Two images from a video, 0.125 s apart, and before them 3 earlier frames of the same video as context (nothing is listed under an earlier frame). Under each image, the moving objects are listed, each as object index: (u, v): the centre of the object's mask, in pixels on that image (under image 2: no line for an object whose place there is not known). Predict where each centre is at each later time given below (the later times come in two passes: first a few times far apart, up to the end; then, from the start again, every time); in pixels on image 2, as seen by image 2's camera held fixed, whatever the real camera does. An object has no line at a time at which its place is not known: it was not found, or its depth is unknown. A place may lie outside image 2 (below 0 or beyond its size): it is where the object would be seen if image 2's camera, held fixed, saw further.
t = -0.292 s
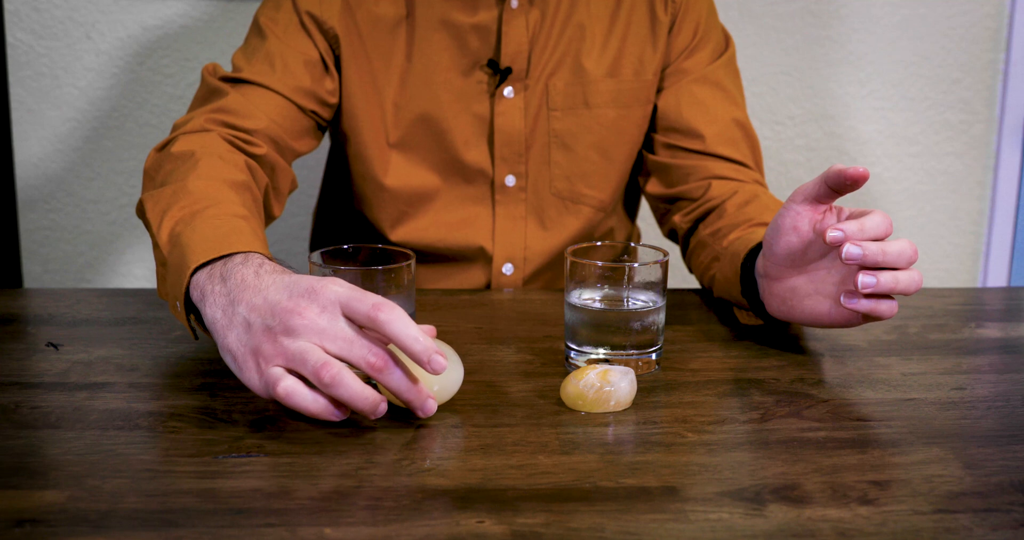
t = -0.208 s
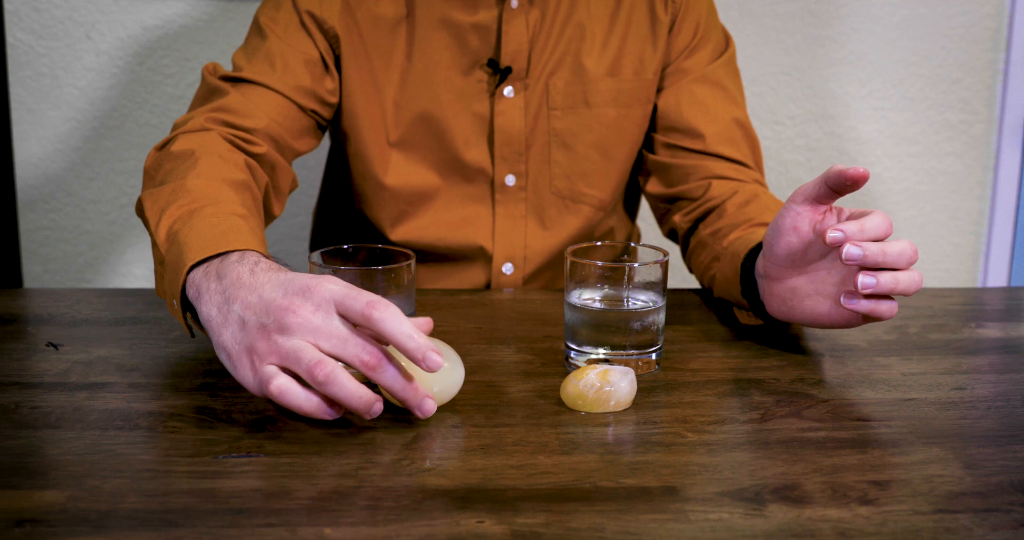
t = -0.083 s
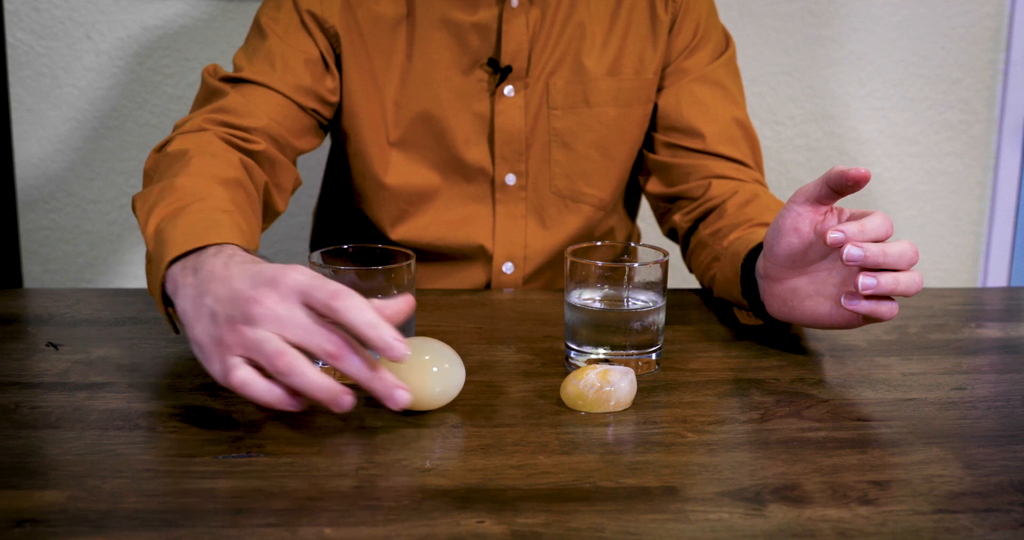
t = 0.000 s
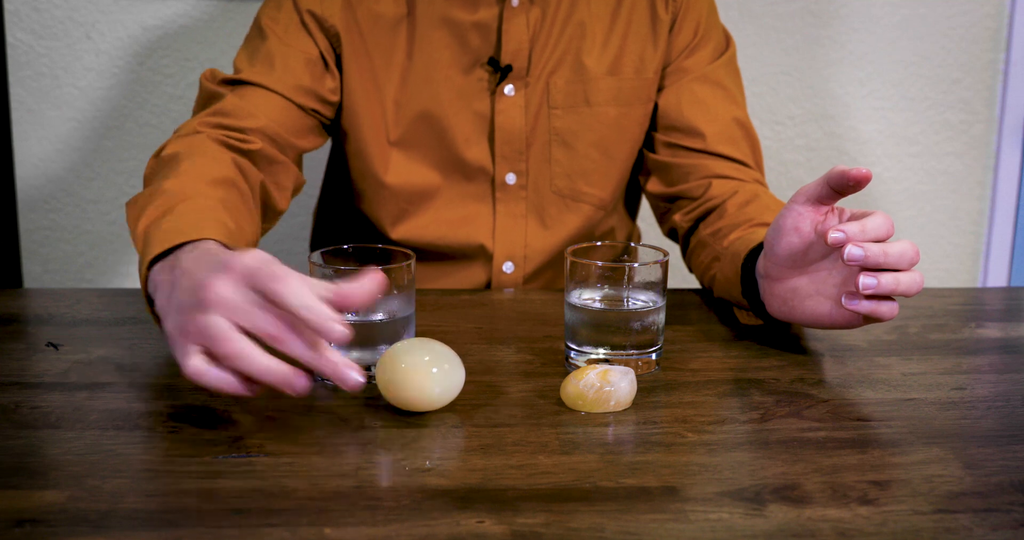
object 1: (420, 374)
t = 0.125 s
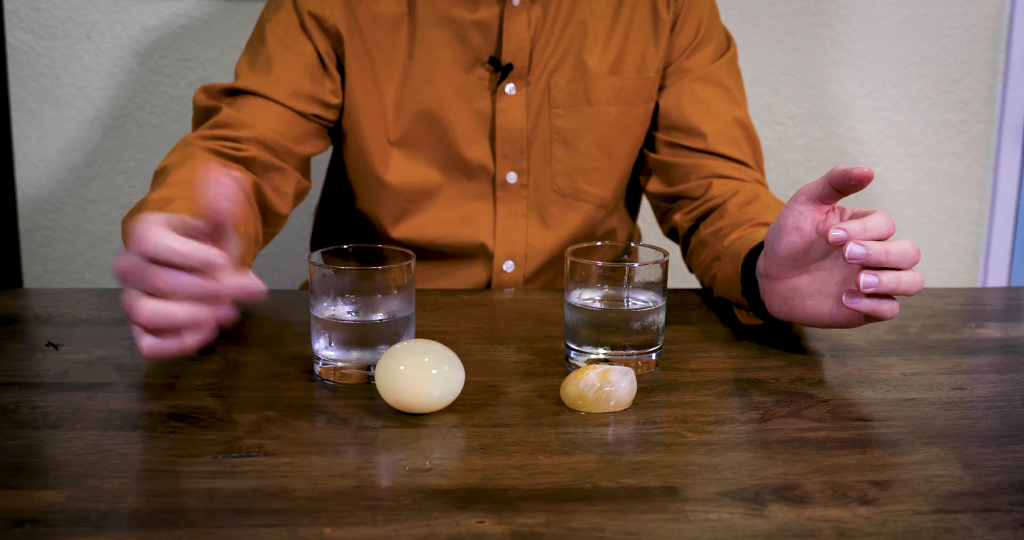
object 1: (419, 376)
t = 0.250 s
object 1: (420, 378)
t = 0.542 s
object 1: (420, 383)
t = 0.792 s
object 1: (421, 389)
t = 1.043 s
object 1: (423, 397)
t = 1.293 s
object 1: (427, 405)
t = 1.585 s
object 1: (431, 417)
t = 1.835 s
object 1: (436, 428)
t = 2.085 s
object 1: (443, 440)
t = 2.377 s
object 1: (452, 456)
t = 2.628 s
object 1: (461, 468)
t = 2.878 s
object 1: (468, 481)
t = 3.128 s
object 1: (478, 493)
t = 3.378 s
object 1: (489, 501)
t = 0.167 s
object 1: (419, 376)
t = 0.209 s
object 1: (420, 377)
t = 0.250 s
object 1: (420, 378)
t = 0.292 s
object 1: (420, 378)
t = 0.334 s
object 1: (420, 379)
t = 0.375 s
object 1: (420, 380)
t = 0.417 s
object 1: (420, 381)
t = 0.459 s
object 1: (420, 381)
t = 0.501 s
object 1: (420, 382)
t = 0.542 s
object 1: (420, 383)
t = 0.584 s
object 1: (420, 384)
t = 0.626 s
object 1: (420, 385)
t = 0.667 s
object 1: (421, 386)
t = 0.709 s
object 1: (421, 387)
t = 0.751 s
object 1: (421, 388)
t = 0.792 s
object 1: (421, 389)
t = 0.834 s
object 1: (422, 390)
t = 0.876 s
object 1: (422, 391)
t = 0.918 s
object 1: (422, 393)
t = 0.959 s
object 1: (423, 394)
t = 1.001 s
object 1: (423, 395)
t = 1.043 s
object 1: (423, 397)
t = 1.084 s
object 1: (424, 398)
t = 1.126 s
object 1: (424, 400)
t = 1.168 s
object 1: (425, 401)
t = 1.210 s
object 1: (425, 402)
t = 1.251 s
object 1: (426, 404)
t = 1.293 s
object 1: (427, 405)
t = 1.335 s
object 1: (427, 407)
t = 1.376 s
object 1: (428, 408)
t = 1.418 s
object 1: (429, 410)
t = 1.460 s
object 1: (429, 412)
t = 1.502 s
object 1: (430, 413)
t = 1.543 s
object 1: (430, 415)
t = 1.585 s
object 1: (431, 417)
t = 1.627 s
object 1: (431, 418)
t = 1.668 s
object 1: (432, 420)
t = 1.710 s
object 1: (433, 422)
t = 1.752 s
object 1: (434, 424)
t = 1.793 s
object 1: (435, 426)
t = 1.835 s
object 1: (436, 428)
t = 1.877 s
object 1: (437, 430)
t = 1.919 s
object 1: (438, 432)
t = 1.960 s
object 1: (439, 434)
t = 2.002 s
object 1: (440, 436)
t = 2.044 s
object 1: (442, 438)
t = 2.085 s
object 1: (443, 440)
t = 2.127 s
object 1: (444, 442)
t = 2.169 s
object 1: (445, 445)
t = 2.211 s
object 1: (447, 447)
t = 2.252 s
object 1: (448, 449)
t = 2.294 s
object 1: (449, 451)
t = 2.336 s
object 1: (450, 454)
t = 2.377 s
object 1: (452, 456)
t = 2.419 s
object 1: (453, 458)
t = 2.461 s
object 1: (455, 460)
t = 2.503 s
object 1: (456, 462)
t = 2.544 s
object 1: (458, 464)
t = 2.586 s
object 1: (459, 466)
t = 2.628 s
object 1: (461, 468)
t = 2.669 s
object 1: (462, 470)
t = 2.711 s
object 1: (463, 472)
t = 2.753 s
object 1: (464, 475)
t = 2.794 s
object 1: (465, 477)
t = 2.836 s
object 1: (467, 479)
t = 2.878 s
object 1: (468, 481)
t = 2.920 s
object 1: (469, 483)
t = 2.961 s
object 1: (471, 485)
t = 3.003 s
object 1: (472, 487)
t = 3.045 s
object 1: (474, 490)
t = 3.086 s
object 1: (476, 492)
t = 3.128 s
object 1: (478, 493)
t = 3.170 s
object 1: (480, 495)
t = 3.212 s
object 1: (482, 496)
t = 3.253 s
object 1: (484, 498)
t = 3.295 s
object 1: (485, 499)
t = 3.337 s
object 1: (487, 500)
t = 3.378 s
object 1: (489, 501)
